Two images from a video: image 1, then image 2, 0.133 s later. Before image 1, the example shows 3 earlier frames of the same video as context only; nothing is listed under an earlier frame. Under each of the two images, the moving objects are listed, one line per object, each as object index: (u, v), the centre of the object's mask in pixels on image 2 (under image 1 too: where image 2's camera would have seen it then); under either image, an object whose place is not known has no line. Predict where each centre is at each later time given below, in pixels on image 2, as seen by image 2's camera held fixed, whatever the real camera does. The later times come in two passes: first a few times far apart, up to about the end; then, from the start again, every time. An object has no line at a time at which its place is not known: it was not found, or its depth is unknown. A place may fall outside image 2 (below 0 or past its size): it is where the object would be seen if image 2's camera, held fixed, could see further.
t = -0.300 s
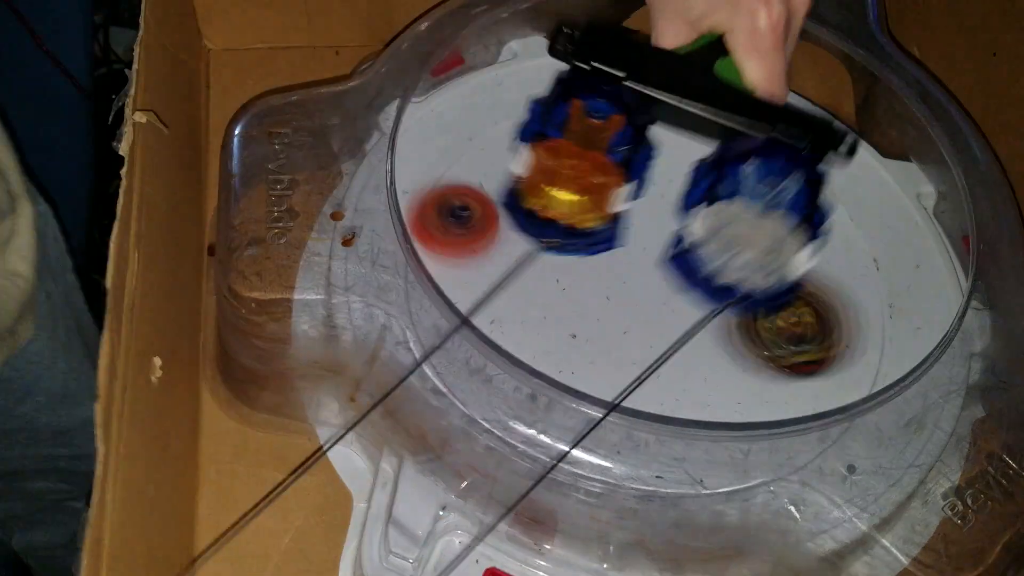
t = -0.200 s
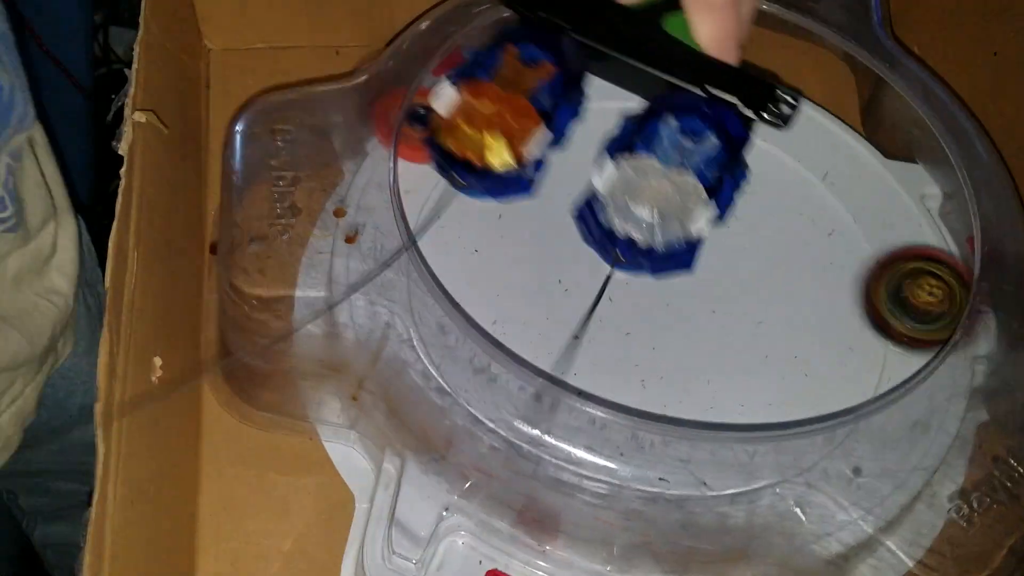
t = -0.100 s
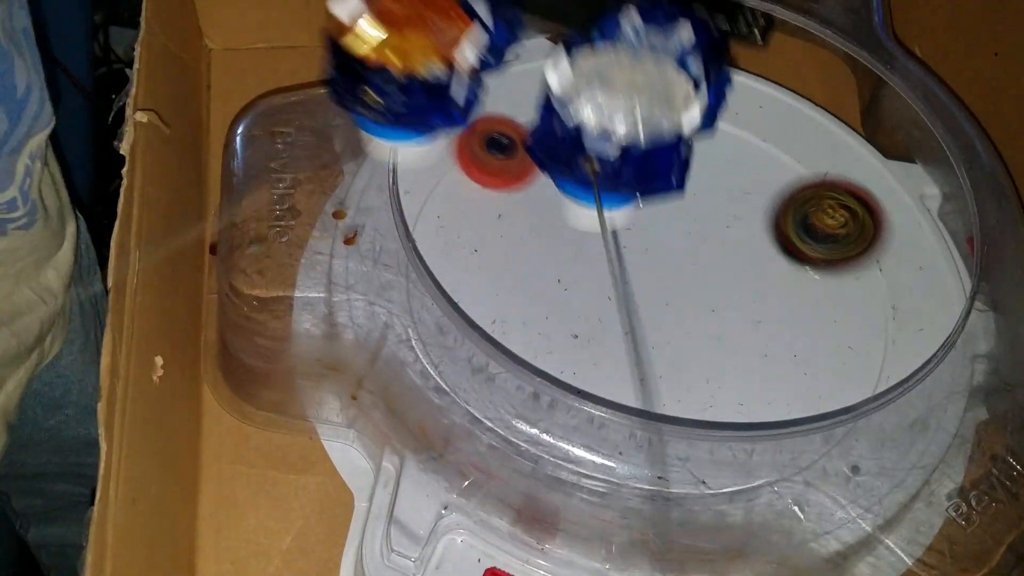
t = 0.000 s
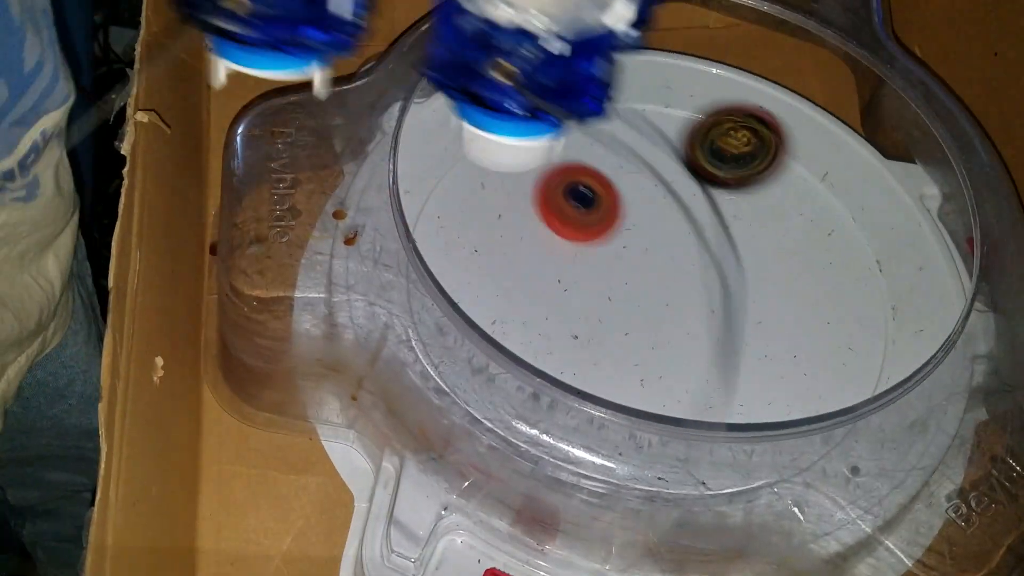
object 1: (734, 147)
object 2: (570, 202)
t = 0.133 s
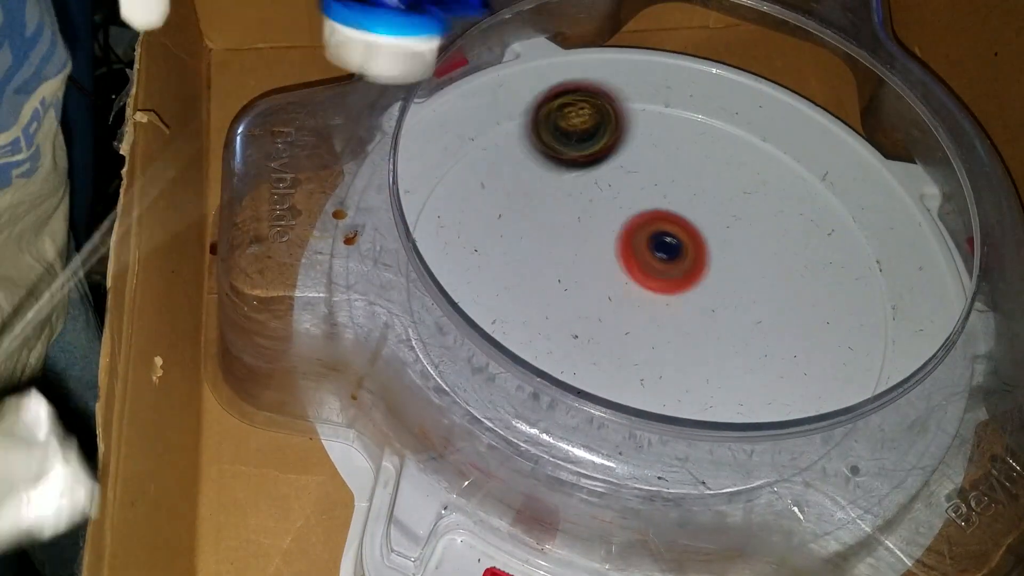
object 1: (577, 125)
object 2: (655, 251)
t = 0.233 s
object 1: (488, 188)
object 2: (702, 252)
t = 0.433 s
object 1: (582, 437)
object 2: (732, 214)
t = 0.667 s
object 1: (891, 293)
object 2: (691, 176)
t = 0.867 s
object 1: (655, 73)
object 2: (659, 209)
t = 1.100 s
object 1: (442, 334)
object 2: (742, 284)
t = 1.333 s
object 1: (878, 343)
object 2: (773, 252)
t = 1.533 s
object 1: (737, 91)
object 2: (713, 269)
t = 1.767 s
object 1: (413, 208)
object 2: (717, 331)
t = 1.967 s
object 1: (709, 460)
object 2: (719, 312)
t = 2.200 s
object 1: (858, 195)
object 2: (659, 311)
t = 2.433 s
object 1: (537, 76)
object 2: (634, 344)
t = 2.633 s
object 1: (443, 332)
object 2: (648, 332)
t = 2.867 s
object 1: (843, 395)
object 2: (641, 308)
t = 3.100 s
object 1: (784, 170)
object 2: (619, 263)
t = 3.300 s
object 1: (556, 122)
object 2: (594, 232)
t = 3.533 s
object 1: (430, 270)
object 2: (603, 251)
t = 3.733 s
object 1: (734, 465)
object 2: (619, 250)
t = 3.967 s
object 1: (871, 189)
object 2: (639, 245)
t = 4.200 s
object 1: (536, 97)
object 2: (660, 245)
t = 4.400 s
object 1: (473, 278)
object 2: (675, 252)
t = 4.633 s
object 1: (715, 386)
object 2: (687, 261)
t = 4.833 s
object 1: (870, 306)
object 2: (688, 272)
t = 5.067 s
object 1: (781, 140)
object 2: (683, 283)
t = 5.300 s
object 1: (577, 185)
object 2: (673, 296)
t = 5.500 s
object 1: (562, 338)
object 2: (658, 300)
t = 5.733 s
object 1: (775, 429)
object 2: (642, 298)
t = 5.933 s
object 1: (846, 300)
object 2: (630, 289)
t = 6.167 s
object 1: (687, 171)
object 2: (625, 280)
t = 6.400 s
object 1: (501, 180)
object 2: (625, 269)
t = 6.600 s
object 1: (489, 315)
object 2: (631, 260)
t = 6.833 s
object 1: (704, 372)
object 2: (644, 253)
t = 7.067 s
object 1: (804, 235)
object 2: (661, 255)
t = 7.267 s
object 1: (729, 117)
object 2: (671, 261)
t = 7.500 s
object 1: (561, 145)
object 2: (673, 267)
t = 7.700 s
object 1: (559, 291)
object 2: (670, 276)
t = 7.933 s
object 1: (741, 388)
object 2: (665, 284)
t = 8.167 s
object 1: (869, 292)
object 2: (652, 287)
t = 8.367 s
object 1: (755, 189)
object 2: (640, 285)
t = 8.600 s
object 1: (573, 190)
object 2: (631, 278)
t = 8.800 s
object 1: (496, 284)
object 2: (629, 270)
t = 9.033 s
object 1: (640, 385)
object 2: (632, 262)
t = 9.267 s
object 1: (771, 302)
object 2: (641, 256)
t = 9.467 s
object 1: (746, 179)
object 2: (654, 254)
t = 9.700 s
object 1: (604, 118)
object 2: (671, 257)
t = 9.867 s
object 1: (535, 193)
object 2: (679, 263)
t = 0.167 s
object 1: (541, 138)
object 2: (675, 254)
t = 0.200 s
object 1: (511, 159)
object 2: (689, 254)
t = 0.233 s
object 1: (488, 188)
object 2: (702, 252)
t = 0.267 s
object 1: (473, 225)
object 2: (713, 247)
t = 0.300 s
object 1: (473, 262)
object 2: (722, 241)
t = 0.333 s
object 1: (479, 305)
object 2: (729, 233)
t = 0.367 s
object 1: (498, 351)
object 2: (732, 227)
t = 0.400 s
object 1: (531, 400)
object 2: (733, 220)
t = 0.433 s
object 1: (582, 437)
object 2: (732, 214)
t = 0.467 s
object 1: (646, 471)
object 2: (730, 207)
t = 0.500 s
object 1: (706, 461)
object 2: (727, 200)
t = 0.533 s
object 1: (769, 449)
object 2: (723, 193)
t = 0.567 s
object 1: (822, 424)
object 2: (719, 186)
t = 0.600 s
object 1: (861, 387)
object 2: (712, 179)
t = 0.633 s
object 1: (881, 341)
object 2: (703, 175)
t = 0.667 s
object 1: (891, 293)
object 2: (691, 176)
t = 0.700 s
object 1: (882, 242)
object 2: (682, 180)
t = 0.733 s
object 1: (858, 195)
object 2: (673, 185)
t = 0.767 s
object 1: (821, 149)
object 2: (667, 190)
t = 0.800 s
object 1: (774, 111)
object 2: (662, 196)
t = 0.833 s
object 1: (716, 87)
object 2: (659, 201)
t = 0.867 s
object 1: (655, 73)
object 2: (659, 209)
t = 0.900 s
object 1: (592, 72)
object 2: (663, 222)
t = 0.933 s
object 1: (534, 83)
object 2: (669, 236)
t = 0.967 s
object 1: (480, 110)
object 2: (679, 250)
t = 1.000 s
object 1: (442, 150)
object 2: (693, 262)
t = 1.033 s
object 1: (418, 202)
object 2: (709, 273)
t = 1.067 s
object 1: (413, 264)
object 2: (724, 280)
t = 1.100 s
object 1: (442, 334)
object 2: (742, 284)
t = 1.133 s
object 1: (499, 395)
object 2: (759, 285)
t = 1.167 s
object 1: (572, 438)
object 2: (772, 282)
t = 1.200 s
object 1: (659, 470)
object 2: (783, 276)
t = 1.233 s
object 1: (741, 454)
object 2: (788, 269)
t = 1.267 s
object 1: (807, 430)
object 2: (787, 261)
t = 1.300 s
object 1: (854, 390)
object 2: (781, 254)
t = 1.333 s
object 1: (878, 343)
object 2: (773, 252)
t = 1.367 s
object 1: (889, 295)
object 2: (764, 251)
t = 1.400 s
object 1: (882, 246)
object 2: (753, 248)
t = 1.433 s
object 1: (859, 199)
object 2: (742, 249)
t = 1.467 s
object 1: (828, 155)
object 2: (730, 253)
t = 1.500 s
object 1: (786, 119)
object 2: (718, 261)
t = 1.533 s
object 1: (737, 91)
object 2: (713, 269)
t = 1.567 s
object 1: (680, 75)
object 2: (708, 278)
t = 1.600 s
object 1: (622, 67)
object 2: (704, 289)
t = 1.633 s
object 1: (565, 75)
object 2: (701, 301)
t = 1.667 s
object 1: (513, 88)
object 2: (703, 311)
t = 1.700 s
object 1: (466, 117)
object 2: (707, 322)
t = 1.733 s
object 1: (437, 158)
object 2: (712, 328)
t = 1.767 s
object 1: (413, 208)
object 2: (717, 331)
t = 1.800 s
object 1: (411, 266)
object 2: (721, 330)
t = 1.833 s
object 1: (437, 329)
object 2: (722, 327)
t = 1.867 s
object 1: (483, 384)
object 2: (722, 323)
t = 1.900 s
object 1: (549, 436)
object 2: (722, 319)
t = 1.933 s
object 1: (629, 463)
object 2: (721, 315)
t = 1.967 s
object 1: (709, 460)
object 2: (719, 312)
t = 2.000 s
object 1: (780, 440)
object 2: (717, 310)
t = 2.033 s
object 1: (830, 409)
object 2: (715, 308)
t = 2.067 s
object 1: (857, 365)
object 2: (711, 309)
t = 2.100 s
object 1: (882, 329)
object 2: (701, 309)
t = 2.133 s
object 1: (887, 285)
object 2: (687, 308)
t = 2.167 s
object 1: (879, 240)
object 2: (672, 309)
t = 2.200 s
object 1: (858, 195)
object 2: (659, 311)
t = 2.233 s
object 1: (830, 153)
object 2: (649, 315)
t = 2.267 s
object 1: (792, 119)
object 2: (639, 319)
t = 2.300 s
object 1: (745, 92)
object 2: (630, 324)
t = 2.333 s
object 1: (695, 73)
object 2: (627, 329)
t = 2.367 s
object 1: (642, 65)
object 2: (627, 335)
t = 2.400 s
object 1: (588, 65)
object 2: (630, 341)
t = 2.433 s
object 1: (537, 76)
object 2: (634, 344)
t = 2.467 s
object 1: (489, 99)
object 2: (638, 345)
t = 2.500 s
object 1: (451, 130)
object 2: (642, 345)
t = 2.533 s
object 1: (433, 171)
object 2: (645, 342)
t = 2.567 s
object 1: (413, 221)
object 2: (647, 340)
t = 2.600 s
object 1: (418, 277)
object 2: (648, 336)
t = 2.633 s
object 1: (443, 332)
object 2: (648, 332)
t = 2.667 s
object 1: (487, 380)
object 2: (647, 328)
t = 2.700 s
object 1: (549, 421)
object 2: (647, 324)
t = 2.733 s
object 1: (623, 448)
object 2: (646, 320)
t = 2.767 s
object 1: (695, 457)
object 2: (645, 317)
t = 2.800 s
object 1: (759, 445)
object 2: (644, 314)
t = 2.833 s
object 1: (808, 424)
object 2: (643, 311)
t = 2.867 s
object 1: (843, 395)
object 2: (641, 308)
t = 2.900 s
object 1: (861, 358)
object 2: (639, 306)
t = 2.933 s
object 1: (877, 324)
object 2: (636, 303)
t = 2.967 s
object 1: (877, 288)
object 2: (632, 300)
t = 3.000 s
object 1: (866, 253)
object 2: (627, 294)
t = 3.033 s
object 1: (846, 222)
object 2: (625, 284)
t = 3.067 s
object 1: (817, 193)
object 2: (623, 273)
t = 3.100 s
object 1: (784, 170)
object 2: (619, 263)
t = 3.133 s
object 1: (747, 153)
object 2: (614, 256)
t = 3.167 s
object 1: (708, 139)
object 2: (607, 251)
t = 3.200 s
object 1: (669, 129)
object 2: (601, 244)
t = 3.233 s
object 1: (629, 124)
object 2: (596, 237)
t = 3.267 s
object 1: (590, 120)
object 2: (594, 233)
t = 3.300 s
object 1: (556, 122)
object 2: (594, 232)
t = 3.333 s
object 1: (523, 128)
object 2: (594, 234)
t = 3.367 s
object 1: (492, 137)
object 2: (596, 237)
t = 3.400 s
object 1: (464, 153)
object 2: (597, 240)
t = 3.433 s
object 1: (444, 172)
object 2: (598, 244)
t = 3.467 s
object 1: (436, 200)
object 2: (600, 247)
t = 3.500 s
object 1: (425, 231)
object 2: (602, 249)
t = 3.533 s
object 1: (430, 270)
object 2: (603, 251)
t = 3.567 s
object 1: (447, 316)
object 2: (605, 252)
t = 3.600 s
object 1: (478, 363)
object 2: (608, 252)
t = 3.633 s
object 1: (529, 406)
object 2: (610, 251)
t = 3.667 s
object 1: (589, 450)
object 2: (614, 251)
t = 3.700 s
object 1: (665, 472)
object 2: (617, 251)
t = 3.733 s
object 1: (734, 465)
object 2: (619, 250)
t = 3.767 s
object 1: (795, 449)
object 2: (621, 249)
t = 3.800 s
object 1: (852, 421)
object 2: (623, 249)
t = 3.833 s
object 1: (885, 380)
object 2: (627, 248)
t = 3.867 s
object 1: (898, 330)
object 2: (629, 247)
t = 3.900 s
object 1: (908, 284)
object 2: (633, 246)
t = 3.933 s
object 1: (896, 235)
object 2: (636, 245)
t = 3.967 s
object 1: (871, 189)
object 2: (639, 245)
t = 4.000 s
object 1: (835, 148)
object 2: (642, 245)
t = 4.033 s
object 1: (787, 116)
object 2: (645, 245)
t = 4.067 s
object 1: (737, 92)
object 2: (647, 244)
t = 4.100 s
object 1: (685, 81)
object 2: (650, 244)
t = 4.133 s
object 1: (632, 77)
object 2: (653, 244)
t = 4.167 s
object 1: (582, 83)
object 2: (656, 244)
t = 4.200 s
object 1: (536, 97)
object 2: (660, 245)
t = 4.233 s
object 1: (498, 115)
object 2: (663, 246)
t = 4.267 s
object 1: (469, 140)
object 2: (666, 248)
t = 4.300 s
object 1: (450, 172)
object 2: (668, 249)
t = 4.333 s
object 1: (445, 210)
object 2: (671, 250)
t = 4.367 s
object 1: (455, 246)
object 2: (672, 251)
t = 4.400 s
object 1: (473, 278)
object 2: (675, 252)
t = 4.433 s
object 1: (492, 313)
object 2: (676, 253)
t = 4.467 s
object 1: (522, 340)
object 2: (678, 254)
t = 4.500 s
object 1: (563, 352)
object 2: (681, 256)
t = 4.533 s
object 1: (596, 376)
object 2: (682, 257)
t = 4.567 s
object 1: (637, 378)
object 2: (681, 258)
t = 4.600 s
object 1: (676, 384)
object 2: (685, 259)
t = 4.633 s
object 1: (715, 386)
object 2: (687, 261)
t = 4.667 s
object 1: (751, 382)
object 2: (687, 263)
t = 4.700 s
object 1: (785, 375)
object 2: (688, 264)
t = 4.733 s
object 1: (813, 365)
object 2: (687, 266)
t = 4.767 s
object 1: (835, 350)
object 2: (688, 268)
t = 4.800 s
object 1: (855, 329)
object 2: (689, 270)
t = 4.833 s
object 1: (870, 306)
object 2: (688, 272)
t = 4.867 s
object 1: (884, 278)
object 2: (687, 274)
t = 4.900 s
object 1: (890, 251)
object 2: (686, 275)
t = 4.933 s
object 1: (877, 226)
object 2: (685, 277)
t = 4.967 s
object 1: (857, 202)
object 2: (685, 278)
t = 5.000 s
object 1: (834, 176)
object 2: (684, 279)
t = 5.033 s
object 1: (810, 155)
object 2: (684, 281)
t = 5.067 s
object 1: (781, 140)
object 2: (683, 283)
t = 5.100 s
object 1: (750, 131)
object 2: (682, 285)
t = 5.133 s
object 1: (717, 127)
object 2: (681, 287)
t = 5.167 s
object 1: (684, 130)
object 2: (680, 289)
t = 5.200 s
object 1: (651, 138)
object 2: (678, 290)
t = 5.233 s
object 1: (623, 150)
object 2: (677, 292)
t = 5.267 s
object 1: (598, 165)
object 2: (675, 294)
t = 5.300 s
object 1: (577, 185)
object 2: (673, 296)
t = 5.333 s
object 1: (561, 207)
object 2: (671, 297)
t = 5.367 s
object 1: (551, 232)
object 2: (669, 298)
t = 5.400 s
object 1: (544, 258)
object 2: (666, 299)
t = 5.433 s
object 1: (544, 286)
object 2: (663, 300)
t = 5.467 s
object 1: (550, 312)
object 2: (661, 300)
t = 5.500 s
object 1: (562, 338)
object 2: (658, 300)
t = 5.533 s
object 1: (584, 359)
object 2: (656, 301)
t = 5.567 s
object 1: (604, 386)
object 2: (654, 301)
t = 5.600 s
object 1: (633, 408)
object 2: (651, 301)
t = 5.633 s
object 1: (667, 424)
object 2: (649, 301)
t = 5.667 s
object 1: (702, 429)
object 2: (647, 300)
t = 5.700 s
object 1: (740, 442)
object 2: (644, 299)
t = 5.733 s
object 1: (775, 429)
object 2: (642, 298)
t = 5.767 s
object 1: (805, 418)
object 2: (639, 296)
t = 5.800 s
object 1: (828, 399)
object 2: (636, 295)
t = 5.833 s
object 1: (837, 372)
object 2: (635, 293)
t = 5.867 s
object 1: (852, 352)
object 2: (633, 292)
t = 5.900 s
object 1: (854, 326)
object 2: (632, 291)
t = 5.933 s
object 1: (846, 300)
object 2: (630, 289)
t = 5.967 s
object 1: (834, 274)
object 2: (629, 288)
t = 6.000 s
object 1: (815, 251)
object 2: (628, 286)
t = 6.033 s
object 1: (794, 230)
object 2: (627, 285)
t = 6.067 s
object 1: (769, 211)
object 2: (627, 284)
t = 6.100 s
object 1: (743, 196)
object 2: (626, 282)
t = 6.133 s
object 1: (715, 183)
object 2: (626, 281)
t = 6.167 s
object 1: (687, 171)
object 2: (625, 280)
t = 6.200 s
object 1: (658, 164)
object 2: (625, 278)
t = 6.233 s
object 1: (629, 159)
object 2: (625, 277)
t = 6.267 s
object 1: (600, 156)
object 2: (625, 276)
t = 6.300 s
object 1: (573, 157)
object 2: (625, 274)
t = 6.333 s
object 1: (547, 162)
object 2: (625, 272)
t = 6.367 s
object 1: (523, 169)
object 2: (625, 271)
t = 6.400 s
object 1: (501, 180)
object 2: (625, 269)
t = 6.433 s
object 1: (483, 195)
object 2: (626, 268)
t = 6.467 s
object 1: (470, 215)
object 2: (627, 267)
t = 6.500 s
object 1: (463, 237)
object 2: (627, 264)
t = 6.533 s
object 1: (467, 261)
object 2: (629, 263)
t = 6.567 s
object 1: (479, 285)
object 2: (631, 262)
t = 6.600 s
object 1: (489, 315)
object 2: (631, 260)
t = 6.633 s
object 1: (511, 339)
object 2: (633, 259)
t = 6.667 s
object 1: (540, 357)
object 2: (635, 258)
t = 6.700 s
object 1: (574, 371)
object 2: (636, 256)
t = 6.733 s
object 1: (609, 373)
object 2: (638, 256)
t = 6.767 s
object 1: (642, 378)
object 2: (640, 254)
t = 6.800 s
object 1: (674, 378)
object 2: (642, 254)
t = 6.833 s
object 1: (704, 372)
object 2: (644, 253)
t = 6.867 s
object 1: (731, 360)
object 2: (646, 253)
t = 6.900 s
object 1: (753, 343)
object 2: (648, 252)
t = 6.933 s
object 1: (772, 325)
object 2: (651, 252)
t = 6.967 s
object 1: (786, 304)
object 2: (653, 252)
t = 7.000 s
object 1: (796, 282)
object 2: (656, 253)
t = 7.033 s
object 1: (802, 259)
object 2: (659, 253)
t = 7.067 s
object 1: (804, 235)
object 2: (661, 255)
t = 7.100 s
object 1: (802, 212)
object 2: (664, 255)
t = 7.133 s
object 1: (795, 189)
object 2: (665, 257)
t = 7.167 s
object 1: (784, 168)
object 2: (667, 258)
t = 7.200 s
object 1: (769, 148)
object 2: (668, 259)
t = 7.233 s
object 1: (751, 131)
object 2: (670, 260)
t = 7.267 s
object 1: (729, 117)
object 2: (671, 261)
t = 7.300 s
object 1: (704, 107)
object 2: (671, 263)
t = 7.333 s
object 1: (677, 101)
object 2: (672, 264)
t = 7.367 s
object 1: (650, 99)
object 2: (672, 265)
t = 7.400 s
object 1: (623, 104)
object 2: (672, 266)
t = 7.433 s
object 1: (600, 113)
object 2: (672, 266)
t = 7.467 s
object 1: (578, 127)
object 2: (673, 267)
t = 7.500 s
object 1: (561, 145)
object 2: (673, 267)
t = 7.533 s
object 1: (549, 167)
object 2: (672, 268)
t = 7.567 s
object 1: (540, 190)
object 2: (671, 269)
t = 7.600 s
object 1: (539, 215)
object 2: (671, 271)
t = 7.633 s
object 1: (540, 241)
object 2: (671, 272)
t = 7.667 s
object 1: (548, 266)
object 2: (671, 274)
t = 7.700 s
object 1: (559, 291)
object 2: (670, 276)
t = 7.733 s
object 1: (575, 314)
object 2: (670, 277)
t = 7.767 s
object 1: (595, 336)
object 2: (670, 279)
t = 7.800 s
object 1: (620, 354)
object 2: (669, 280)
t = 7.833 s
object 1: (649, 370)
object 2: (669, 282)
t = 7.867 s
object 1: (677, 379)
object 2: (668, 283)
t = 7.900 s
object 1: (710, 386)
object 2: (666, 284)
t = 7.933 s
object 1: (741, 388)
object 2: (665, 284)
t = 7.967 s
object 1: (771, 386)
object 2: (663, 285)
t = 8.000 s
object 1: (800, 380)
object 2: (661, 285)
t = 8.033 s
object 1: (825, 370)
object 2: (659, 286)
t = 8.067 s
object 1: (847, 356)
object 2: (658, 286)
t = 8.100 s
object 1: (863, 338)
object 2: (656, 287)
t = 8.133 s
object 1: (869, 315)
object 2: (655, 287)
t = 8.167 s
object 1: (869, 292)
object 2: (652, 287)
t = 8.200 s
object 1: (862, 270)
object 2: (651, 287)
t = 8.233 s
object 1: (847, 248)
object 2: (649, 287)
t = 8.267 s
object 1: (829, 229)
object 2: (647, 286)
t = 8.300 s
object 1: (807, 212)
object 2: (644, 286)
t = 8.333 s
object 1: (782, 199)
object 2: (642, 285)
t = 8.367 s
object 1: (755, 189)
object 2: (640, 285)
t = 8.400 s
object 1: (728, 182)
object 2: (639, 284)
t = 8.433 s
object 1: (700, 177)
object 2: (637, 283)
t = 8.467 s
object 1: (672, 175)
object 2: (636, 282)
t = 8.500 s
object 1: (646, 176)
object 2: (634, 281)
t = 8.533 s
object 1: (620, 178)
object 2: (633, 280)
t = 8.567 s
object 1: (595, 183)
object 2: (632, 279)
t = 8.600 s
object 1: (573, 190)
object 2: (631, 278)
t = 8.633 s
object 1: (553, 200)
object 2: (630, 277)
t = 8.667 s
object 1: (534, 212)
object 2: (630, 275)
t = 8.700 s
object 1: (518, 227)
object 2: (630, 274)
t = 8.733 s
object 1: (506, 244)
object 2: (629, 272)
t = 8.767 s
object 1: (498, 263)
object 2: (629, 271)
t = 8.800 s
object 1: (496, 284)
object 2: (629, 270)
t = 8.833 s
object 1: (504, 305)
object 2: (629, 268)
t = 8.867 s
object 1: (516, 323)
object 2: (628, 267)
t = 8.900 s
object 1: (529, 349)
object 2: (628, 265)
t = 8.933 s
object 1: (550, 369)
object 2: (630, 265)
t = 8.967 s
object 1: (578, 383)
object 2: (630, 264)
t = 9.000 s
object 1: (610, 391)
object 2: (631, 263)
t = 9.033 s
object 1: (640, 385)
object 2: (632, 262)
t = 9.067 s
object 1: (668, 386)
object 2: (633, 260)
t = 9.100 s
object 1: (694, 383)
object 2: (634, 260)
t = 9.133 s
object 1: (718, 374)
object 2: (636, 259)
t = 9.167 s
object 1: (737, 359)
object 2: (637, 258)
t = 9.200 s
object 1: (752, 341)
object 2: (638, 257)
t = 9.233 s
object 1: (764, 322)
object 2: (640, 256)
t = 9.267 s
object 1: (771, 302)
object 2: (641, 256)
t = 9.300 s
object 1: (774, 281)
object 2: (643, 254)
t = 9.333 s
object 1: (775, 259)
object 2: (646, 254)
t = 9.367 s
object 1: (773, 238)
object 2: (648, 254)
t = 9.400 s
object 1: (767, 218)
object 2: (651, 254)
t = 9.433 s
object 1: (759, 198)
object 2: (653, 254)
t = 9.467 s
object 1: (746, 179)
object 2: (654, 254)
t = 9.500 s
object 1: (733, 162)
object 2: (657, 254)
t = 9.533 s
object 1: (715, 147)
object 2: (659, 254)
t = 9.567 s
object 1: (695, 134)
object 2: (660, 254)
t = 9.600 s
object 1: (673, 124)
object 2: (664, 255)
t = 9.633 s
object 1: (651, 118)
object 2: (666, 255)
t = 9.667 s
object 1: (628, 116)
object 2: (669, 256)
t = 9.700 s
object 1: (604, 118)
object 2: (671, 257)
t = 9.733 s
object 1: (583, 125)
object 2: (673, 258)
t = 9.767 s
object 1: (565, 137)
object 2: (675, 259)
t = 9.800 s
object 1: (550, 154)
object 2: (676, 260)
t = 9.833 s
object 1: (540, 172)
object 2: (678, 261)
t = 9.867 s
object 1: (535, 193)
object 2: (679, 263)
